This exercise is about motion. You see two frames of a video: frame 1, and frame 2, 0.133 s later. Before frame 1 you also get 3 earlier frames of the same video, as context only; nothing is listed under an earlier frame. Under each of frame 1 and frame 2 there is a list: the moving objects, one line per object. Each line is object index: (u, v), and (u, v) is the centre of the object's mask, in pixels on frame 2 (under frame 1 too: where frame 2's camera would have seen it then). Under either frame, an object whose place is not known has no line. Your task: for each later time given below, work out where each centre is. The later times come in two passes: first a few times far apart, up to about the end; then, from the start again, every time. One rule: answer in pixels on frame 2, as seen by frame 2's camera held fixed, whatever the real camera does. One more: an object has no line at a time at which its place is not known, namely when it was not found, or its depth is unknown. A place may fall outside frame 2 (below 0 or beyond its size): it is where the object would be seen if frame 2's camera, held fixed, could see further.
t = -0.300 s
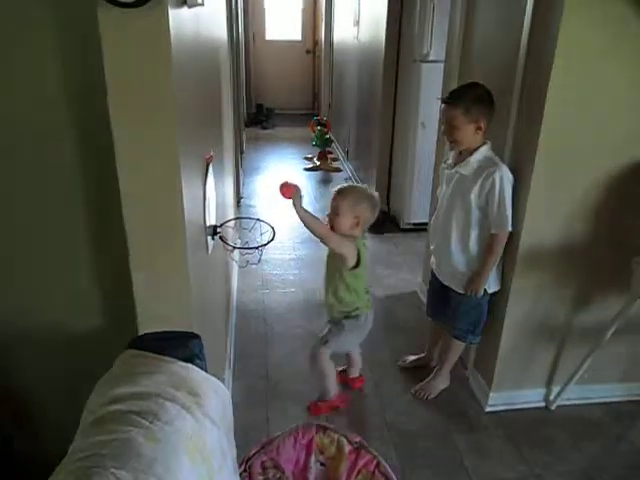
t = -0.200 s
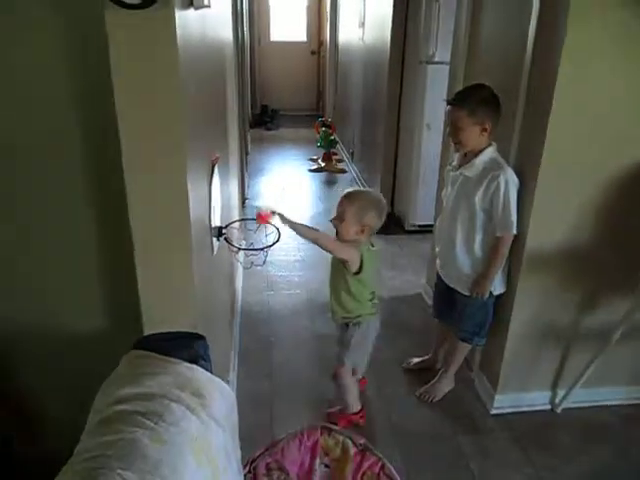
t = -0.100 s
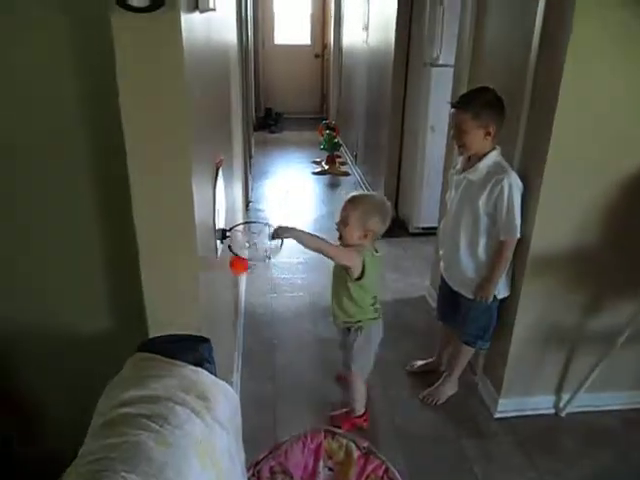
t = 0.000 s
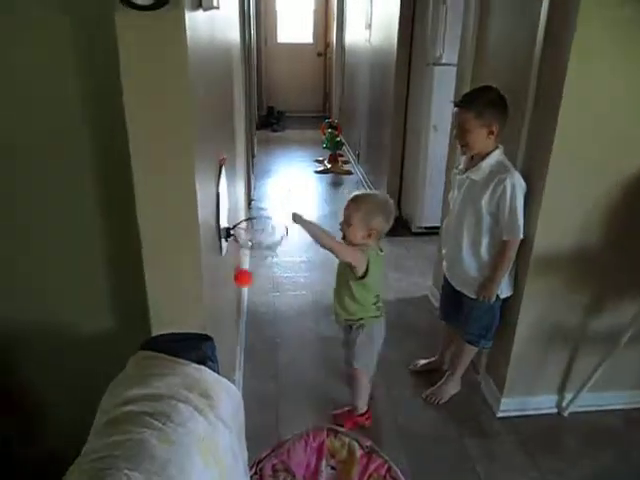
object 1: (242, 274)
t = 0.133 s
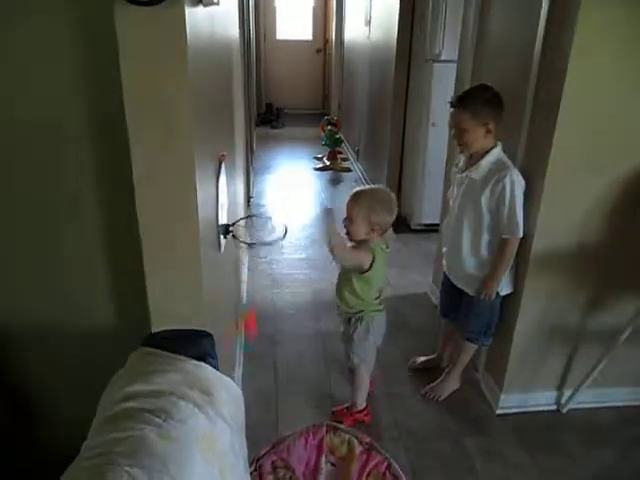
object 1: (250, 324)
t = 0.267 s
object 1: (253, 383)
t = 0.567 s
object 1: (269, 316)
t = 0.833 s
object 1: (278, 340)
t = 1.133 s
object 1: (281, 347)
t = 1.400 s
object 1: (287, 339)
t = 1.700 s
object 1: (291, 326)
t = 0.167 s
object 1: (250, 338)
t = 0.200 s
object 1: (251, 361)
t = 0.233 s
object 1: (253, 376)
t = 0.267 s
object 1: (253, 383)
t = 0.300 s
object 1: (256, 368)
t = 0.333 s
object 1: (258, 354)
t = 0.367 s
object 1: (260, 341)
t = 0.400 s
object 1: (262, 330)
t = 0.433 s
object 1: (262, 324)
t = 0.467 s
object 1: (264, 322)
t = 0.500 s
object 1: (267, 316)
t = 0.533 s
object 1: (267, 315)
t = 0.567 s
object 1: (269, 316)
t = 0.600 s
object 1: (270, 319)
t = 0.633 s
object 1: (273, 324)
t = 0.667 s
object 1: (273, 334)
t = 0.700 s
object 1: (274, 342)
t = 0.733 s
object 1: (277, 353)
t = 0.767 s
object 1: (277, 353)
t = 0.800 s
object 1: (277, 348)
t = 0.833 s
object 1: (278, 340)
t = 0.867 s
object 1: (279, 329)
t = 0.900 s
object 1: (279, 326)
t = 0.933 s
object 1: (279, 326)
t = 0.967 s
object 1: (279, 326)
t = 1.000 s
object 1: (279, 326)
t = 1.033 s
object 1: (280, 328)
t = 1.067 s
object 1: (281, 340)
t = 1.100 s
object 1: (281, 344)
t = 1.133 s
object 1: (281, 347)
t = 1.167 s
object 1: (281, 340)
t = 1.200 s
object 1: (284, 328)
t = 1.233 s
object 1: (286, 327)
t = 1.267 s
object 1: (286, 327)
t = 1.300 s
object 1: (287, 329)
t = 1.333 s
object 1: (287, 332)
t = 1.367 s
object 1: (287, 339)
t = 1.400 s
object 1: (287, 339)
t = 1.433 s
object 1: (288, 331)
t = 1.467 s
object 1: (289, 327)
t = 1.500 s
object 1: (289, 327)
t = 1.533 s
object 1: (289, 326)
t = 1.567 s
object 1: (290, 328)
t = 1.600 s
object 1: (290, 331)
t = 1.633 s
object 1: (290, 331)
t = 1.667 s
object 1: (291, 327)
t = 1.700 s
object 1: (291, 326)
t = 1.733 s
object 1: (290, 326)
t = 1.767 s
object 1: (290, 327)
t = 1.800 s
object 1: (290, 328)
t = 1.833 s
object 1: (290, 327)
